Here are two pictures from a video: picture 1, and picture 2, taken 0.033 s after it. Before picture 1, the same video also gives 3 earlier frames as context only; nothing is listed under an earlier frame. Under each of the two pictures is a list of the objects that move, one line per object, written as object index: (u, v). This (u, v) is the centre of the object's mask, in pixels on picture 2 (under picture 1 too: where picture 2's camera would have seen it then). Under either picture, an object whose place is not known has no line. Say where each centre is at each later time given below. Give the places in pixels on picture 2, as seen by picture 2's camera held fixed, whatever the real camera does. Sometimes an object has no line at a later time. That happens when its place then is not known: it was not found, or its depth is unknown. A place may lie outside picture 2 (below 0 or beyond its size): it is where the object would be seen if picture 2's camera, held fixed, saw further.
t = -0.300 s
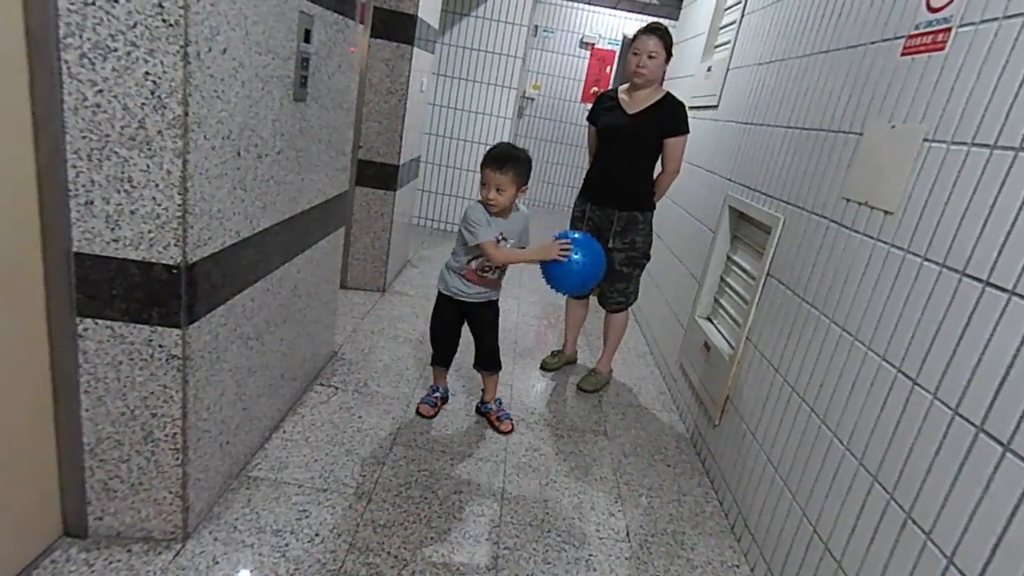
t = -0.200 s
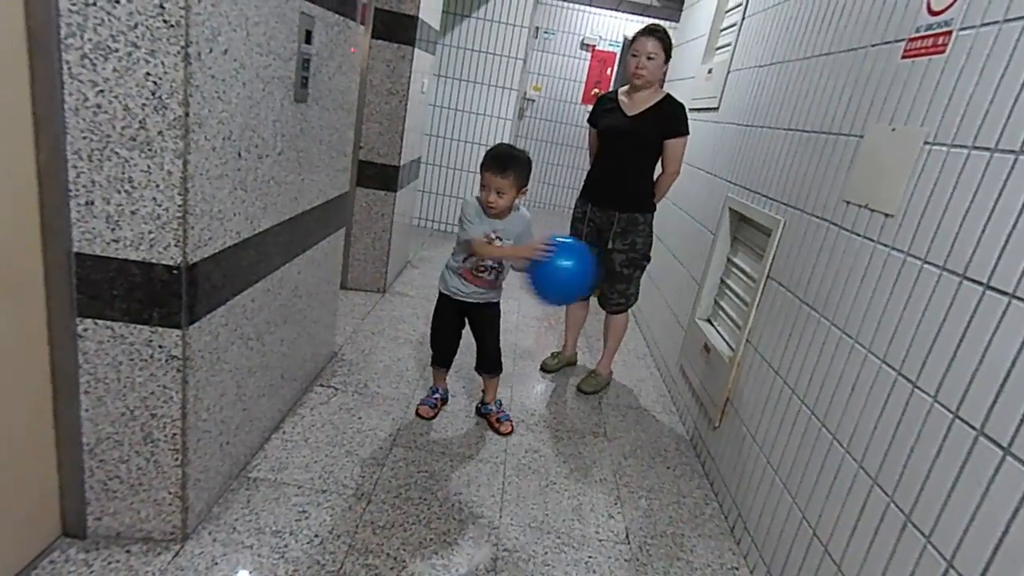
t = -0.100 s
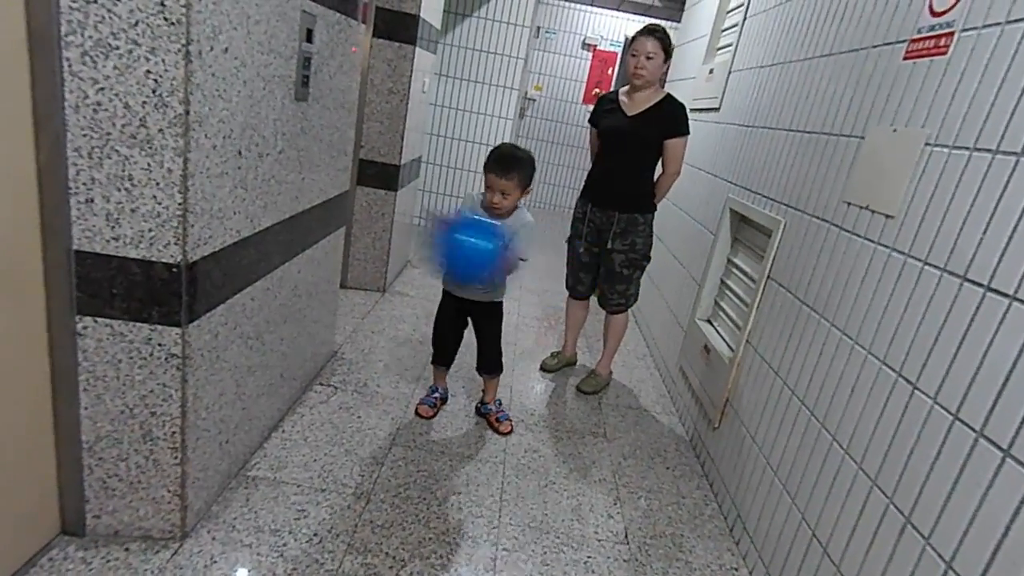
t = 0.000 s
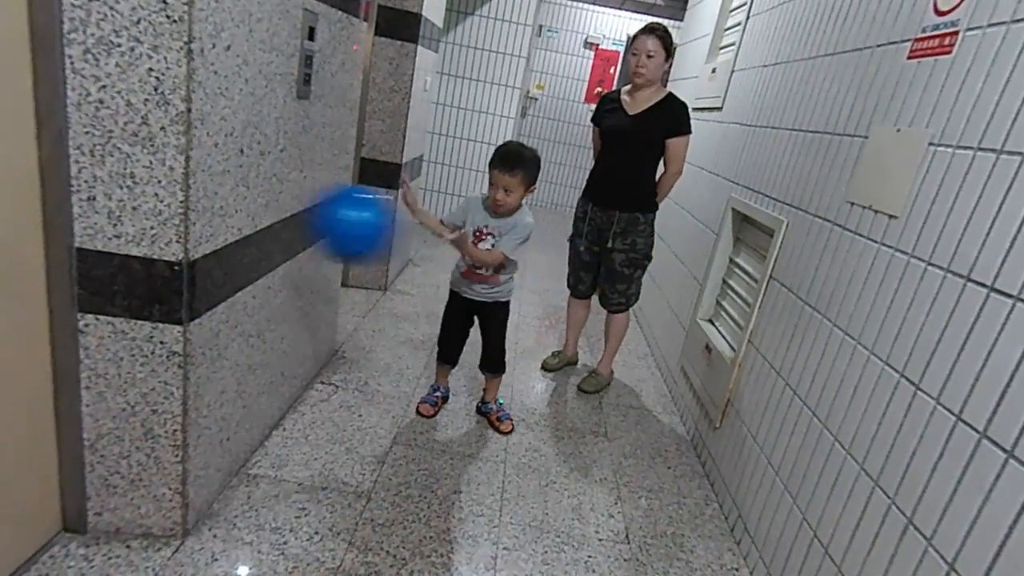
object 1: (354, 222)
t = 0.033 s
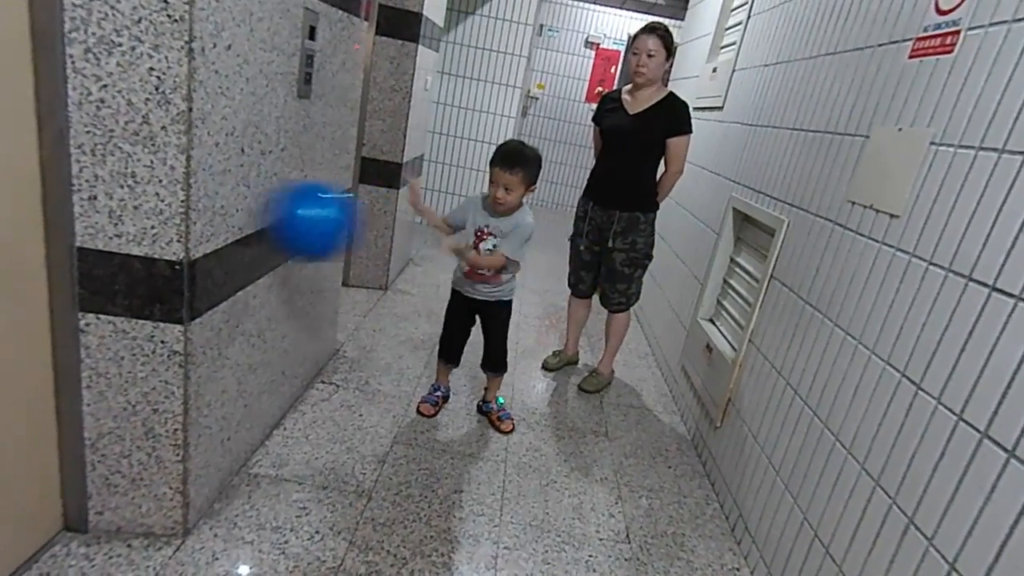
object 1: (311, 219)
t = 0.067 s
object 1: (310, 223)
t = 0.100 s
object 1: (344, 238)
